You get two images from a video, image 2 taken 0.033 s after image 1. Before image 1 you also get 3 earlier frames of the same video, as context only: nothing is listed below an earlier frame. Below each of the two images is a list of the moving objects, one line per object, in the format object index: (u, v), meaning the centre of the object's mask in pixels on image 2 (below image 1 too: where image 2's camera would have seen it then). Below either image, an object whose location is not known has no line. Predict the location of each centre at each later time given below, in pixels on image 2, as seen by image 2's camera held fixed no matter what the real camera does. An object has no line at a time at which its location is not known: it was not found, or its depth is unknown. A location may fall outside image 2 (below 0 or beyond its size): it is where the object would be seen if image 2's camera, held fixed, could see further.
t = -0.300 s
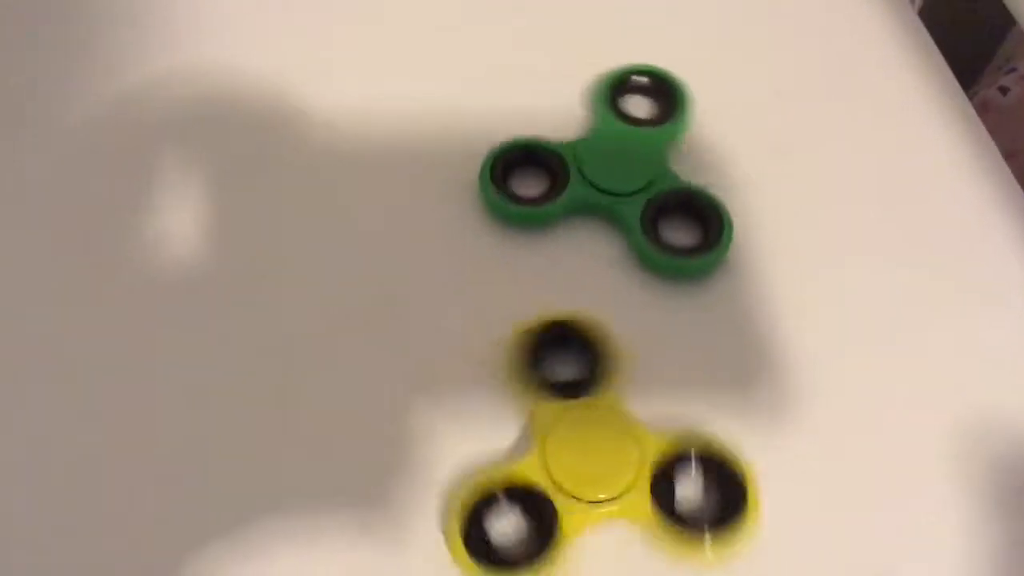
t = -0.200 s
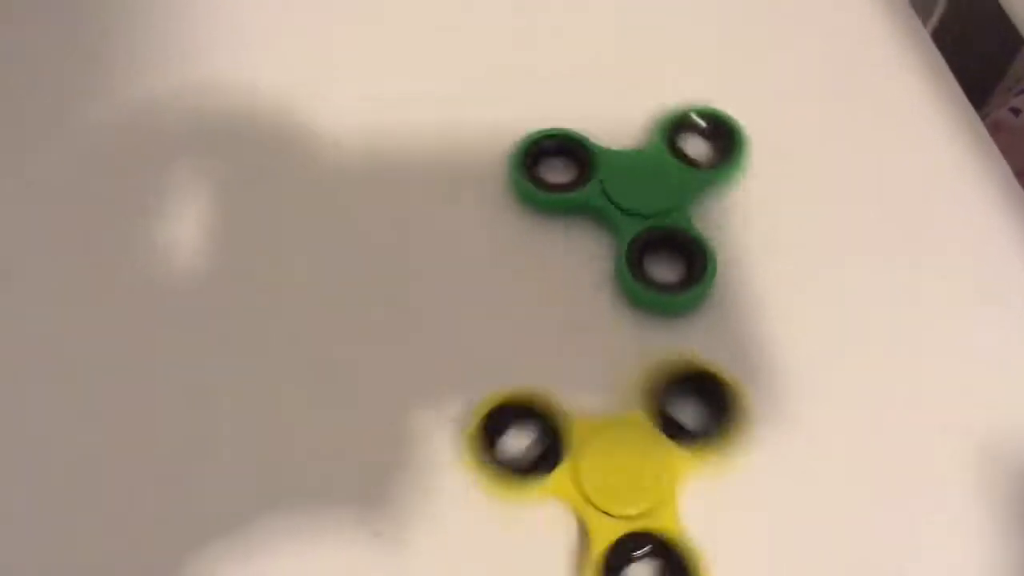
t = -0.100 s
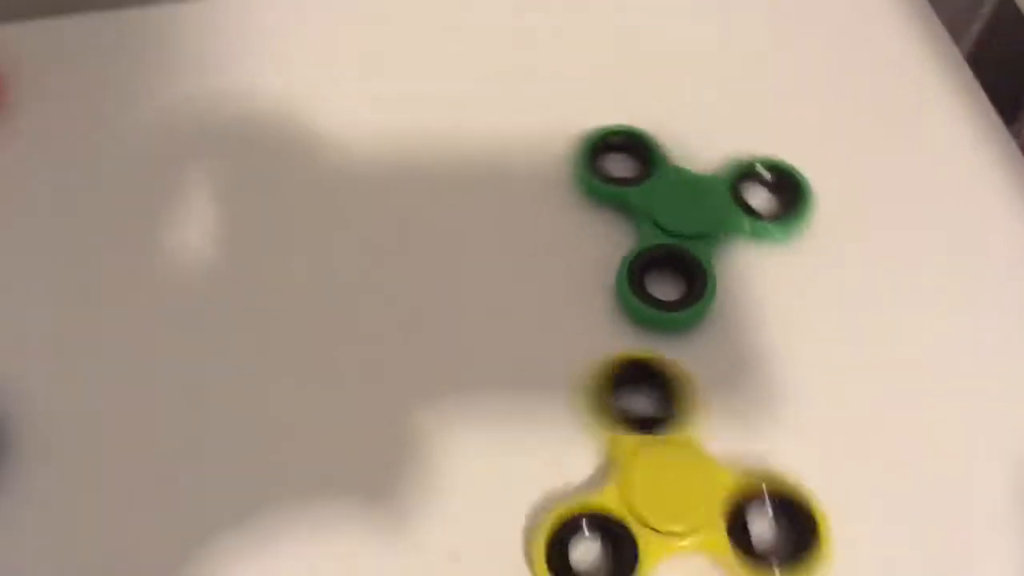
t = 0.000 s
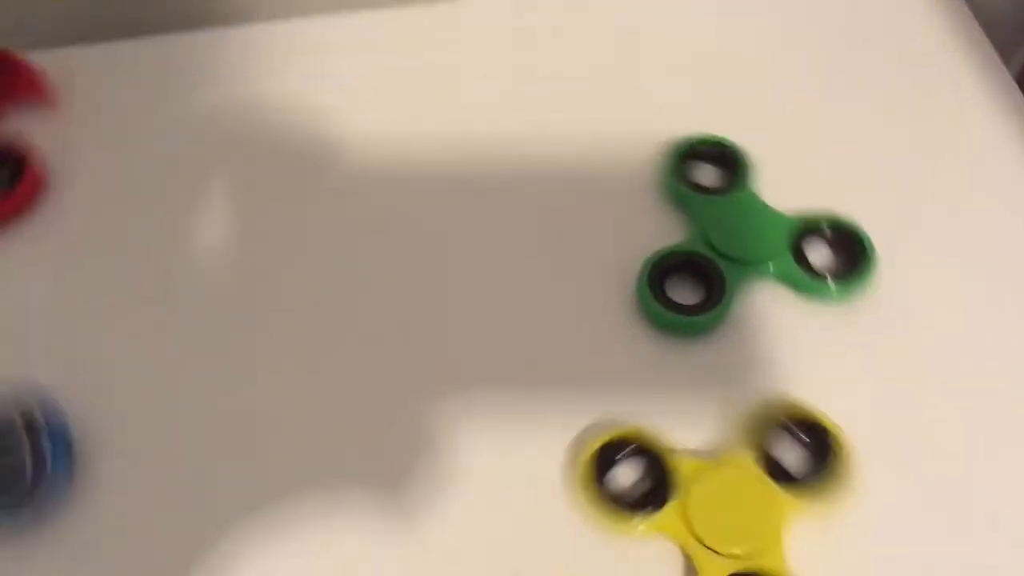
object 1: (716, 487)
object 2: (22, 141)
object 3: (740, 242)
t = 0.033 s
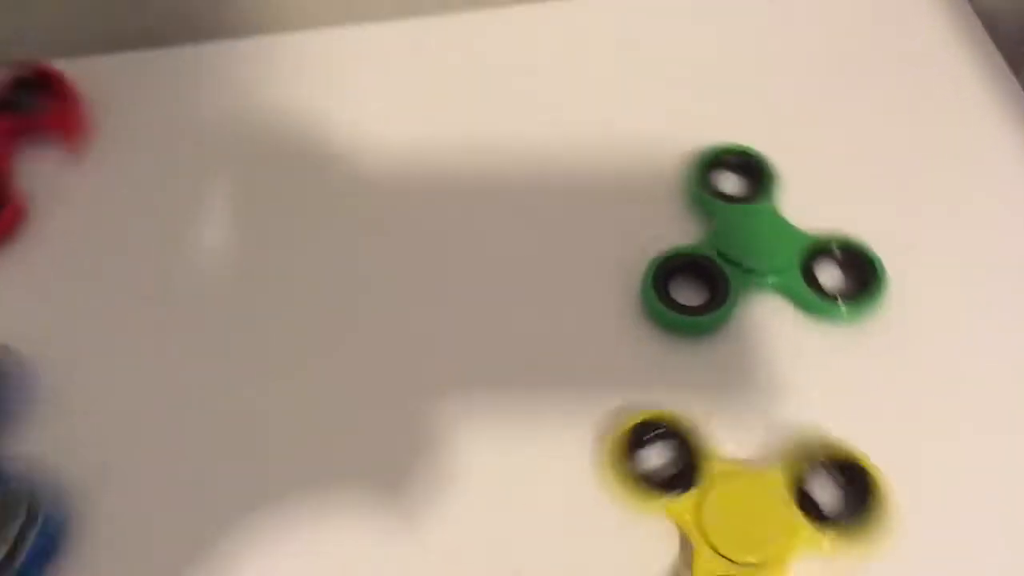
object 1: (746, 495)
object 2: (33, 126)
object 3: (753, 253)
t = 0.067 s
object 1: (769, 508)
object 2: (56, 144)
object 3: (767, 261)
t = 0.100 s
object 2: (51, 153)
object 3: (781, 267)
